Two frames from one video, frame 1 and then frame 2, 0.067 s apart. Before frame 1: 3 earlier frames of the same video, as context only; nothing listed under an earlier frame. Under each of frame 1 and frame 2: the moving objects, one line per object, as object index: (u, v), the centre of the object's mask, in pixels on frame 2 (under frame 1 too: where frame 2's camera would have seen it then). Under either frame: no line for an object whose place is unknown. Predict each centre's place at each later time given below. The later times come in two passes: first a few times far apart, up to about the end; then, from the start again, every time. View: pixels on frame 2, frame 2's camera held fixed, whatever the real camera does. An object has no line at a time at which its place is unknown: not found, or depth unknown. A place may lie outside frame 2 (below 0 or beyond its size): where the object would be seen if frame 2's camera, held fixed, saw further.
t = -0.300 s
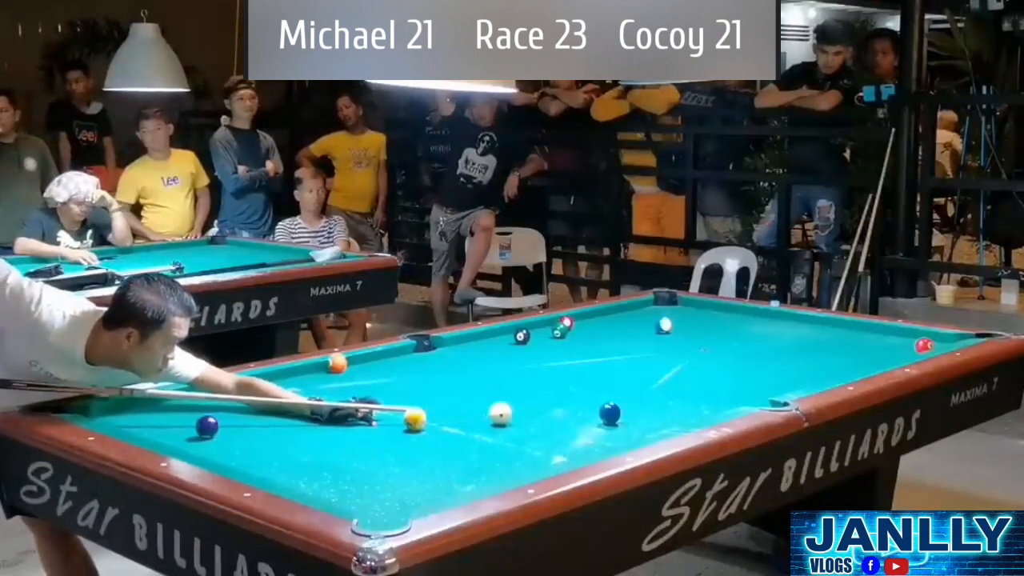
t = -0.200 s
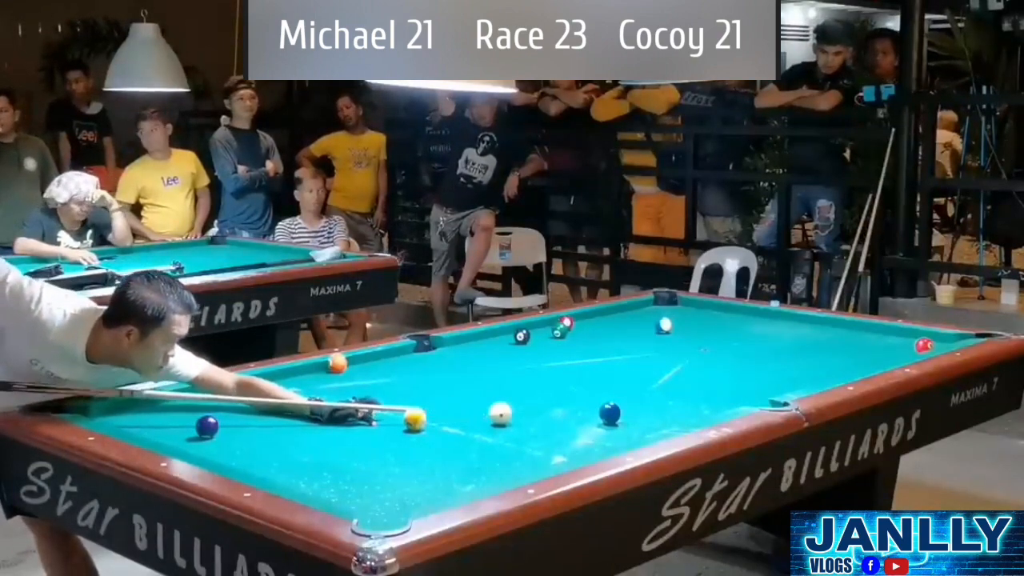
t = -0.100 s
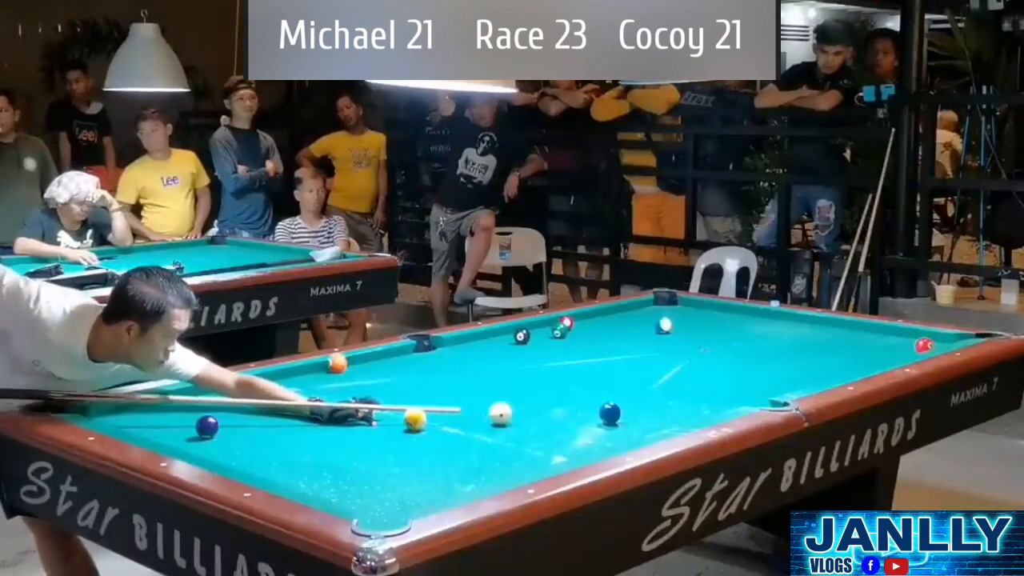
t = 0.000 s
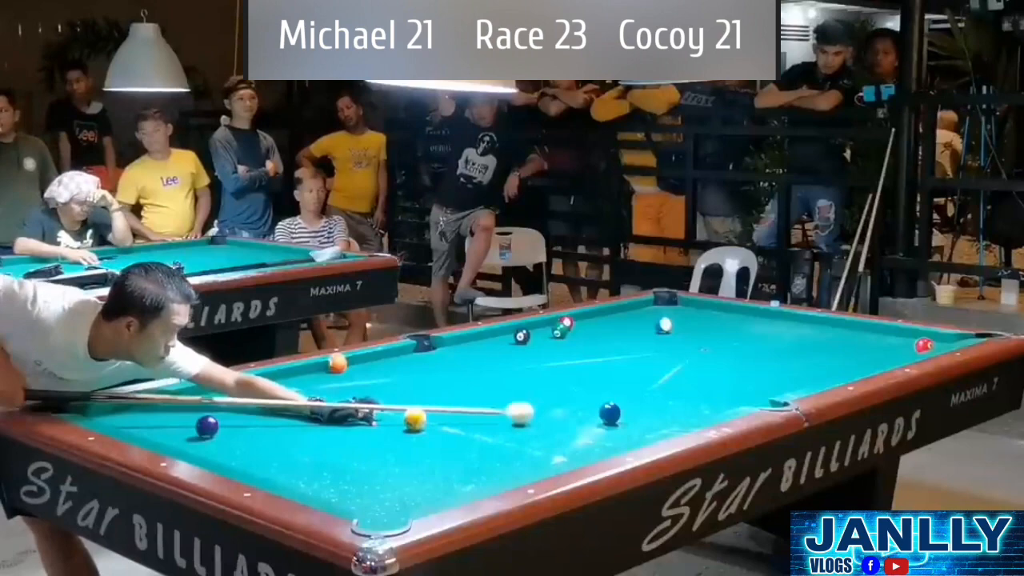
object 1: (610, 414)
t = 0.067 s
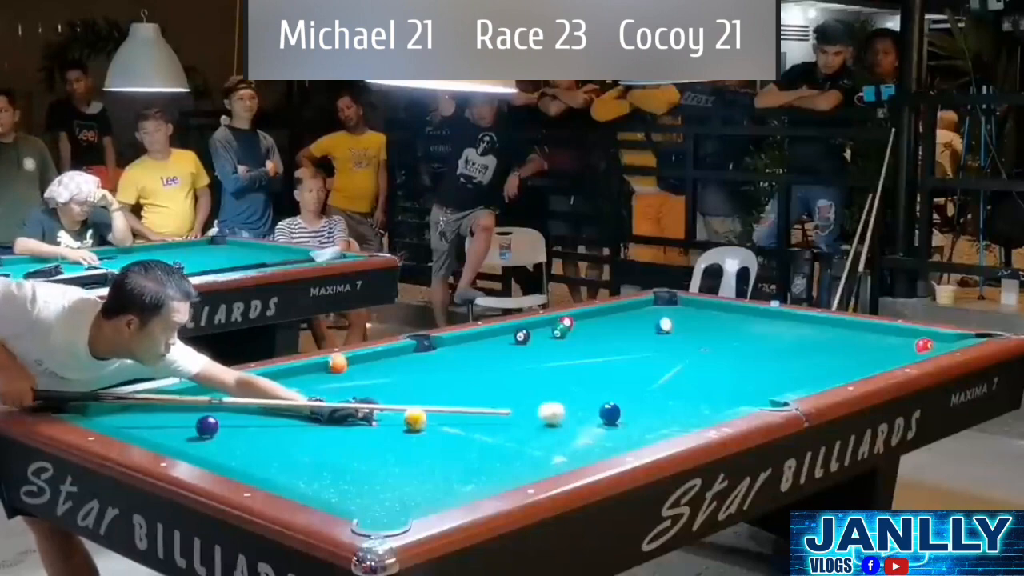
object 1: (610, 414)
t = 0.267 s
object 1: (644, 412)
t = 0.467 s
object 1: (693, 409)
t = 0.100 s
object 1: (610, 413)
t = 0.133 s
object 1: (610, 413)
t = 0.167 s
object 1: (613, 413)
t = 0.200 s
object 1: (624, 413)
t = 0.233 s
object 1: (635, 413)
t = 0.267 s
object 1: (644, 412)
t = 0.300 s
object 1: (652, 412)
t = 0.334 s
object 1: (661, 411)
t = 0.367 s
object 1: (669, 412)
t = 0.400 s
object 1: (677, 410)
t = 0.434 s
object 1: (685, 410)
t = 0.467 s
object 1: (693, 409)
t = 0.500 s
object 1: (701, 408)
